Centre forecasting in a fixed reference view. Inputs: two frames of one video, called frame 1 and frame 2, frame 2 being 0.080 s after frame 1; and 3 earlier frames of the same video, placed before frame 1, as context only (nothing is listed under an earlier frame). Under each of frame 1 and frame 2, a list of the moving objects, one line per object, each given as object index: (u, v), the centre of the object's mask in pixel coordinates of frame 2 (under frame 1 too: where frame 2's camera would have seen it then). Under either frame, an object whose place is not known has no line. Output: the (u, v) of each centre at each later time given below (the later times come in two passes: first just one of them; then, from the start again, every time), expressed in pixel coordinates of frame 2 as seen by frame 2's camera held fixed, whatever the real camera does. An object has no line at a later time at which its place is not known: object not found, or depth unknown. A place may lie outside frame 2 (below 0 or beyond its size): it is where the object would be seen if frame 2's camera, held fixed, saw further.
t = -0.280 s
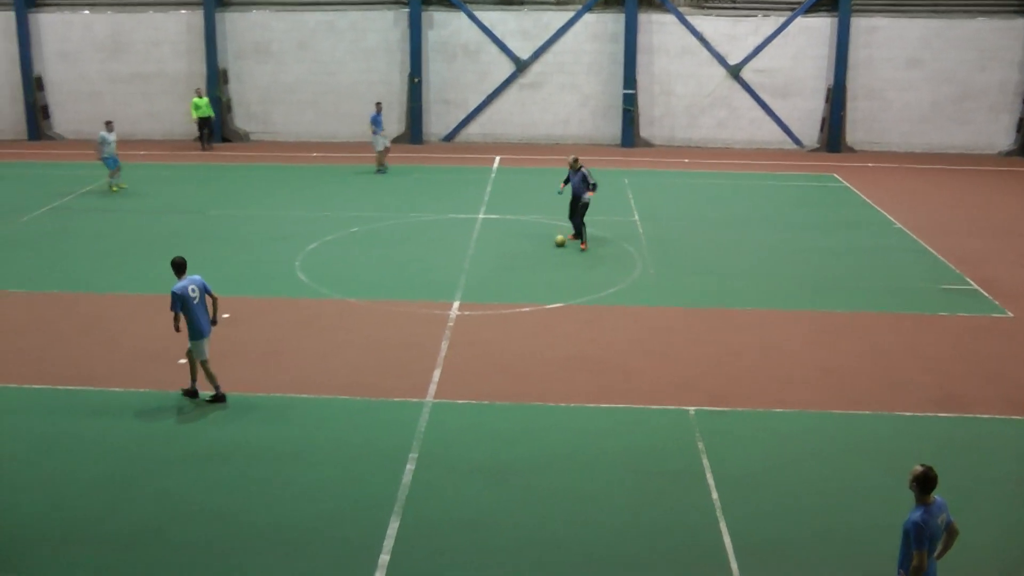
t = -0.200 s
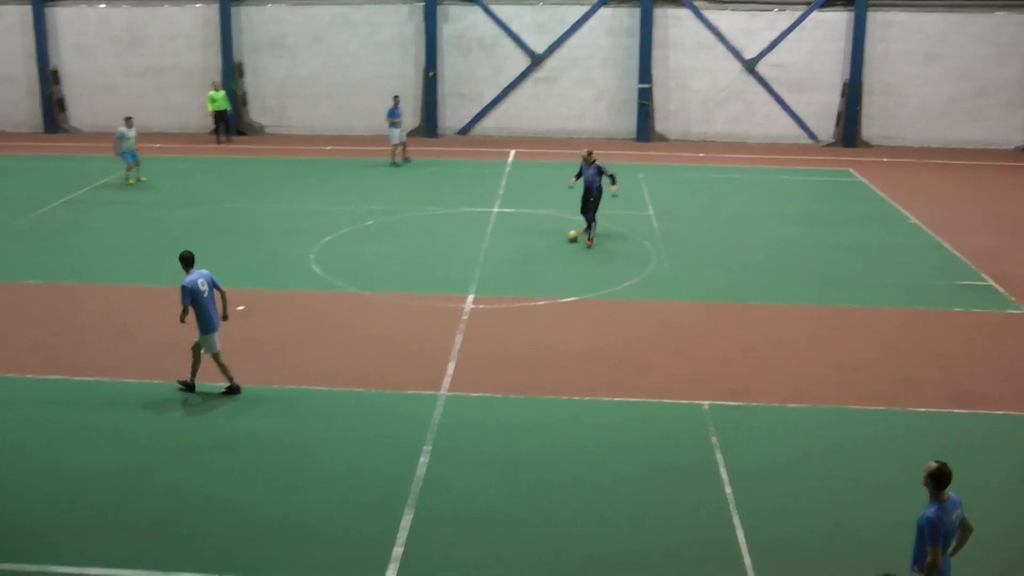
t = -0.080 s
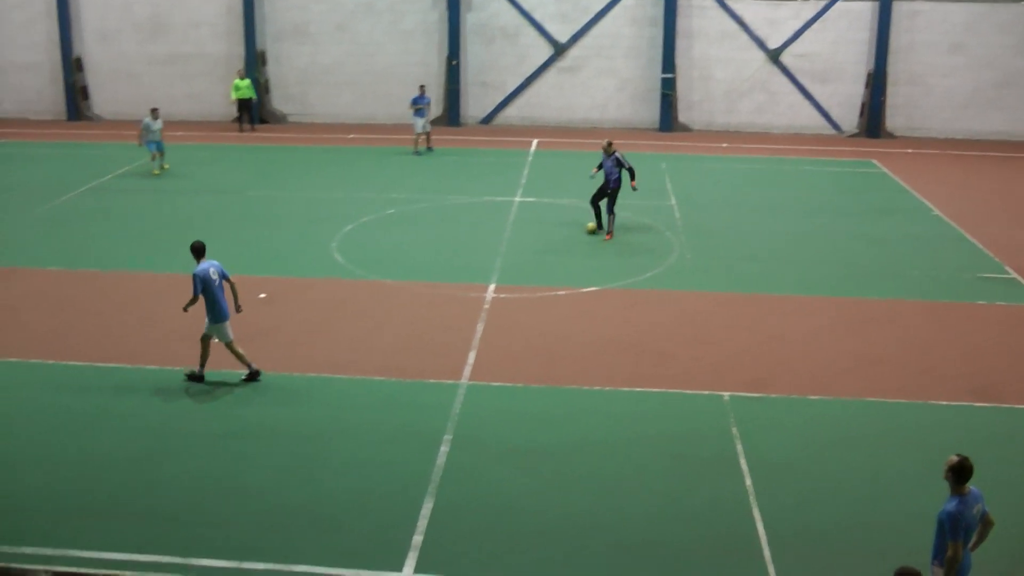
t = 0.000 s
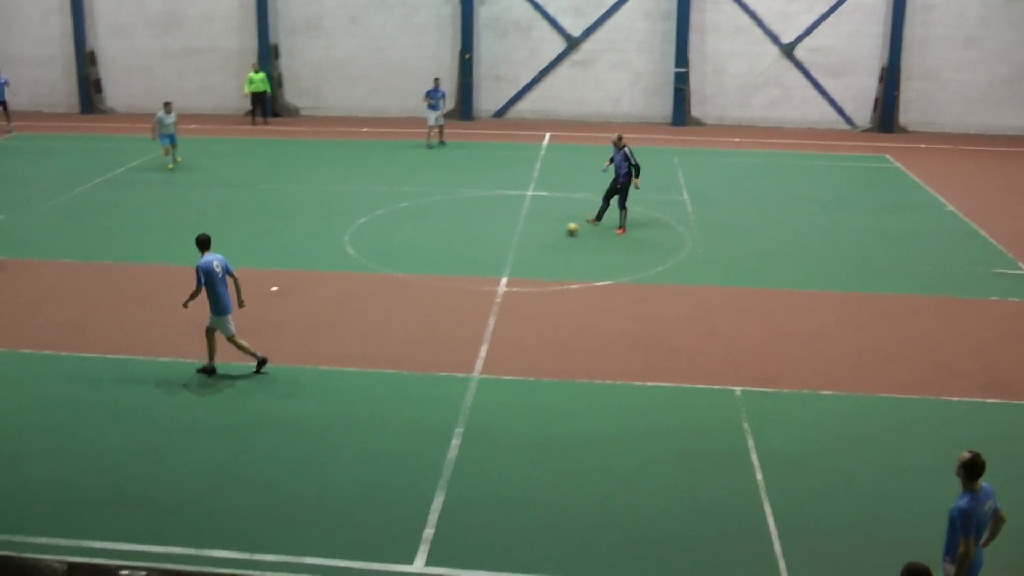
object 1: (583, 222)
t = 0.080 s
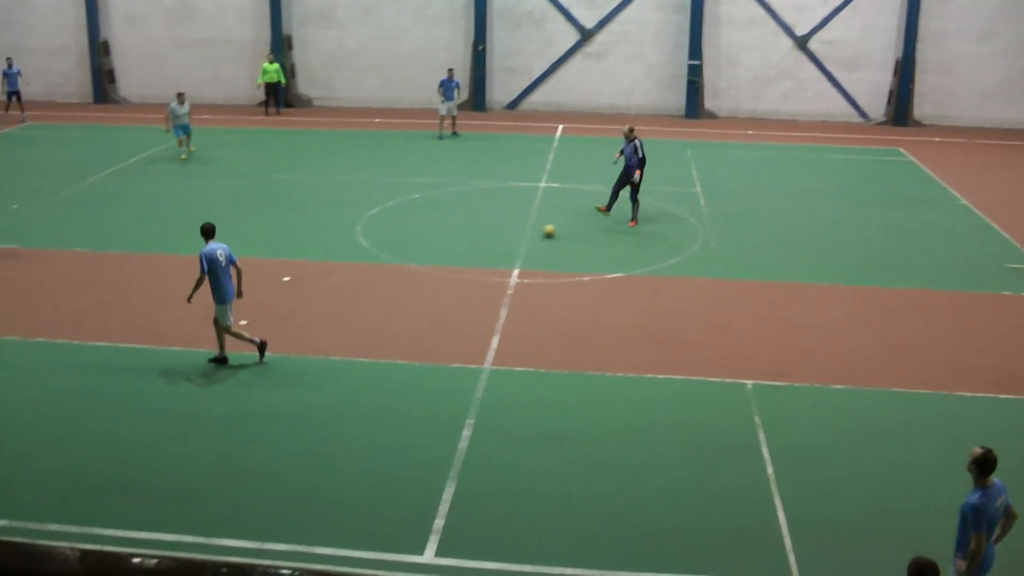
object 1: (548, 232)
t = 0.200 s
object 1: (507, 244)
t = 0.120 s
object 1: (532, 236)
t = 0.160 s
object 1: (516, 239)
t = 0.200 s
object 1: (507, 244)
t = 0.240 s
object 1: (496, 249)
